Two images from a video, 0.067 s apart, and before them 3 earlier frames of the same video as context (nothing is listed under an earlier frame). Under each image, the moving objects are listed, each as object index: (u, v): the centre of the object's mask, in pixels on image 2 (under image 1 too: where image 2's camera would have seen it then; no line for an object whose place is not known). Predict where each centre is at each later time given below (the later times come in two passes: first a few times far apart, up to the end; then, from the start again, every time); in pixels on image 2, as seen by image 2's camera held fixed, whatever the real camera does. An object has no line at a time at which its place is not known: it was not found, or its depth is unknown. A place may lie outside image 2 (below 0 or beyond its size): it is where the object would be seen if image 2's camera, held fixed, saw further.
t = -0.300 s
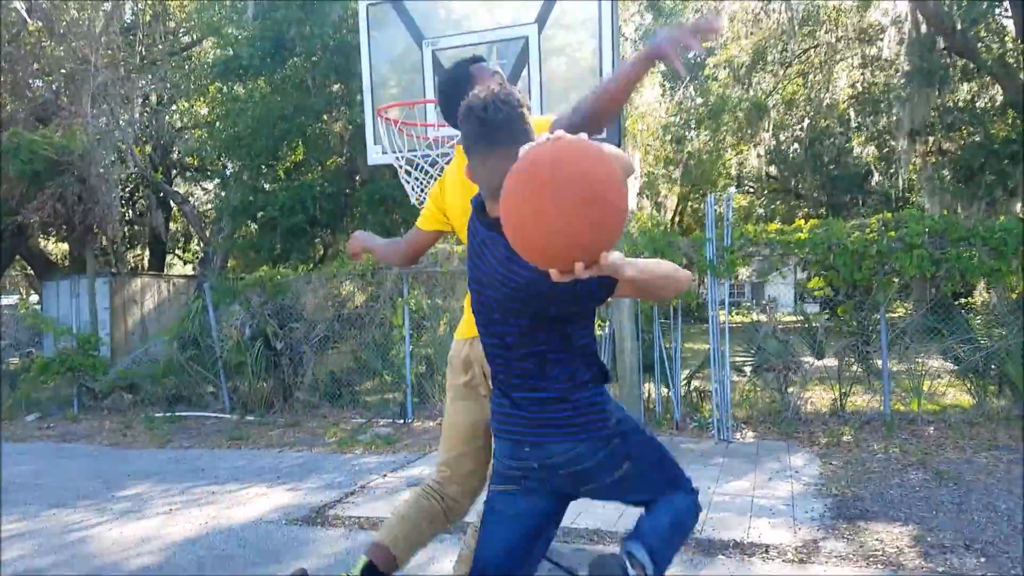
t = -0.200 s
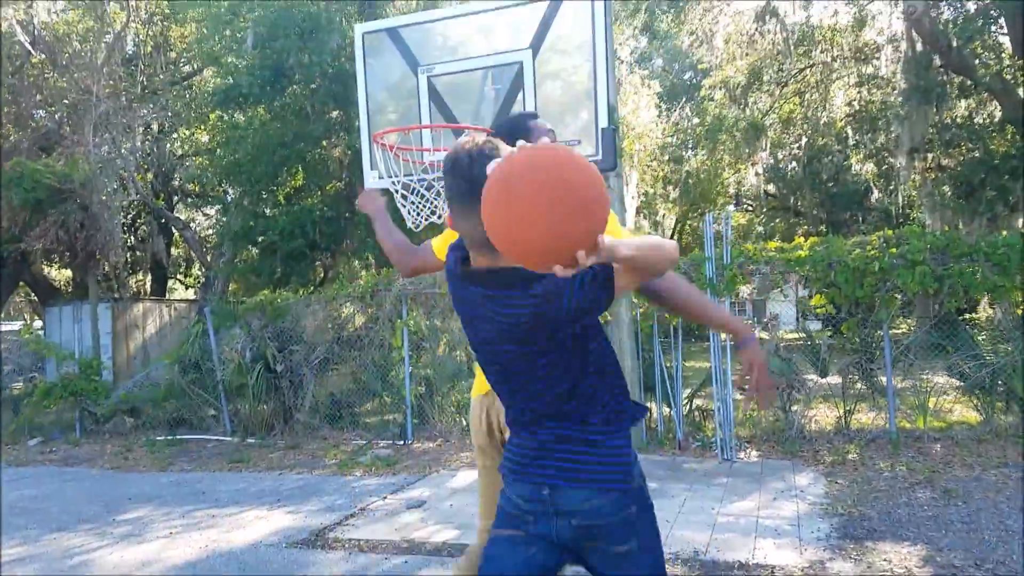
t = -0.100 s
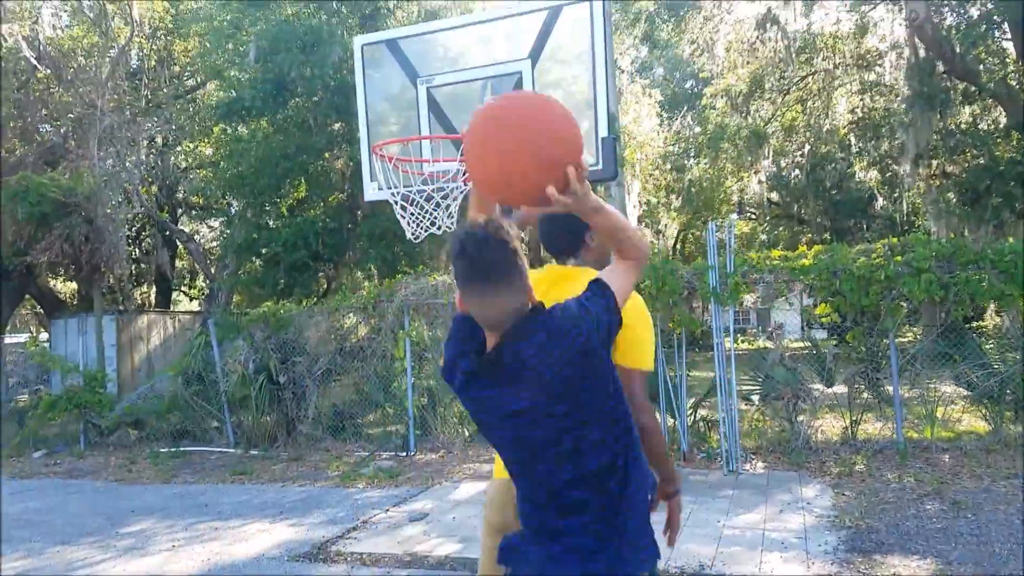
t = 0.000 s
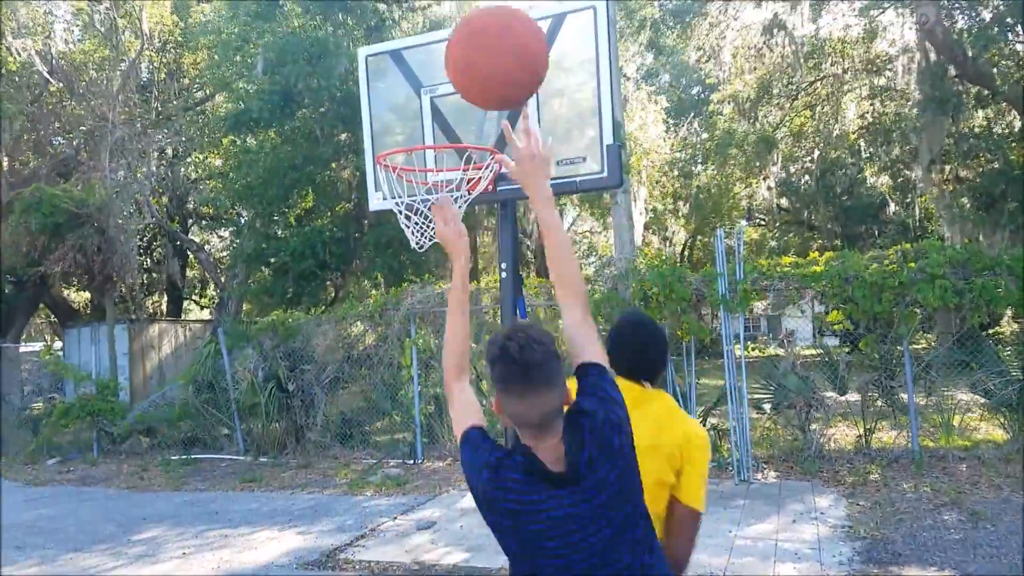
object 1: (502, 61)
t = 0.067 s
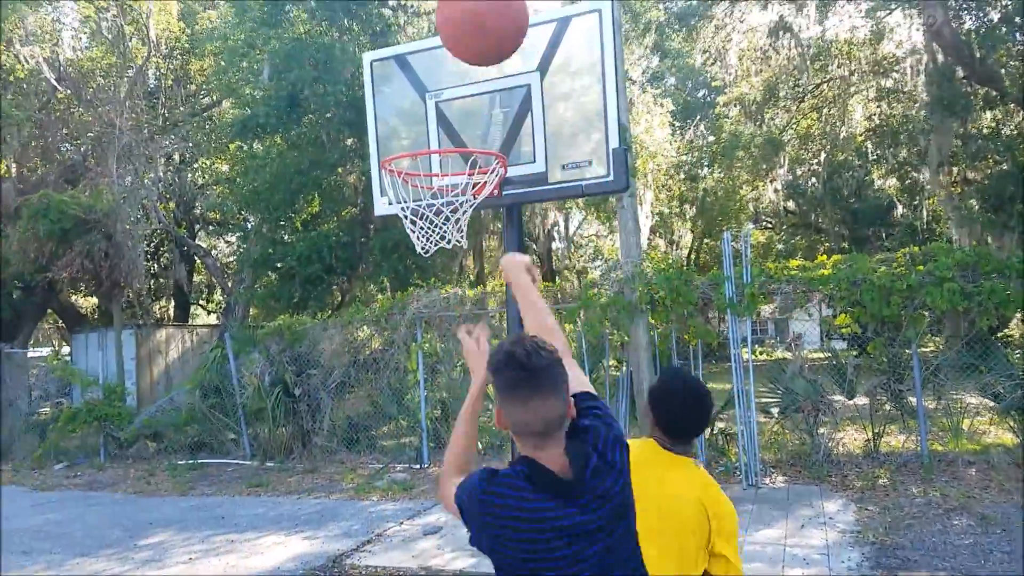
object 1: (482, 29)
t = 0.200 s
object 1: (457, 11)
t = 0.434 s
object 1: (434, 63)
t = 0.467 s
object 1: (431, 76)
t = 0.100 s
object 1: (475, 21)
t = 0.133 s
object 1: (467, 16)
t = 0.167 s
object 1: (462, 12)
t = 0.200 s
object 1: (457, 11)
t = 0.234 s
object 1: (452, 10)
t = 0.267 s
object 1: (448, 12)
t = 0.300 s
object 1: (443, 15)
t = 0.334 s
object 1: (440, 23)
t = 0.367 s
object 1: (436, 35)
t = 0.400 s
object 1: (434, 47)
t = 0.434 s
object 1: (434, 63)
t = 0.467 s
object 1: (431, 76)
